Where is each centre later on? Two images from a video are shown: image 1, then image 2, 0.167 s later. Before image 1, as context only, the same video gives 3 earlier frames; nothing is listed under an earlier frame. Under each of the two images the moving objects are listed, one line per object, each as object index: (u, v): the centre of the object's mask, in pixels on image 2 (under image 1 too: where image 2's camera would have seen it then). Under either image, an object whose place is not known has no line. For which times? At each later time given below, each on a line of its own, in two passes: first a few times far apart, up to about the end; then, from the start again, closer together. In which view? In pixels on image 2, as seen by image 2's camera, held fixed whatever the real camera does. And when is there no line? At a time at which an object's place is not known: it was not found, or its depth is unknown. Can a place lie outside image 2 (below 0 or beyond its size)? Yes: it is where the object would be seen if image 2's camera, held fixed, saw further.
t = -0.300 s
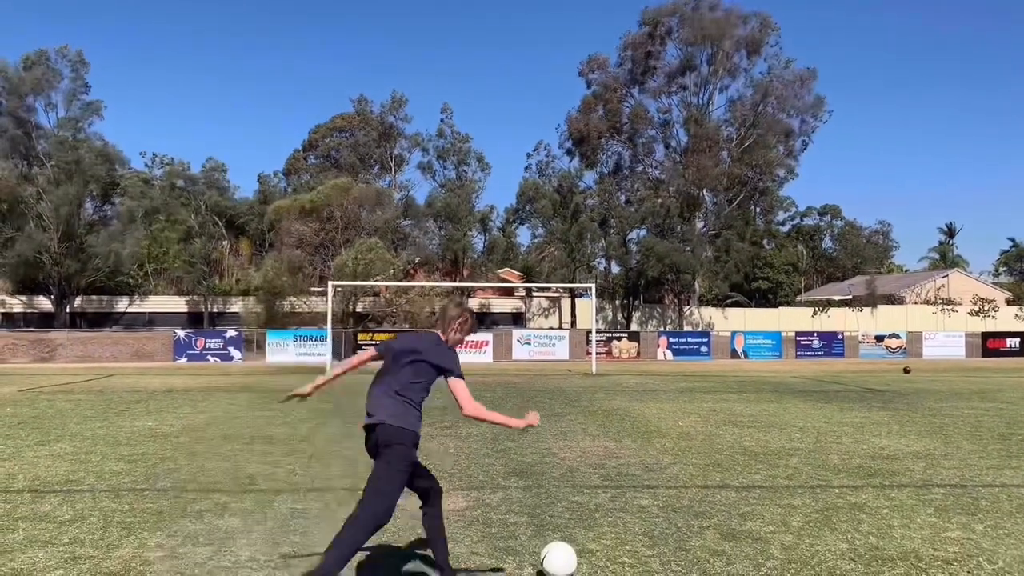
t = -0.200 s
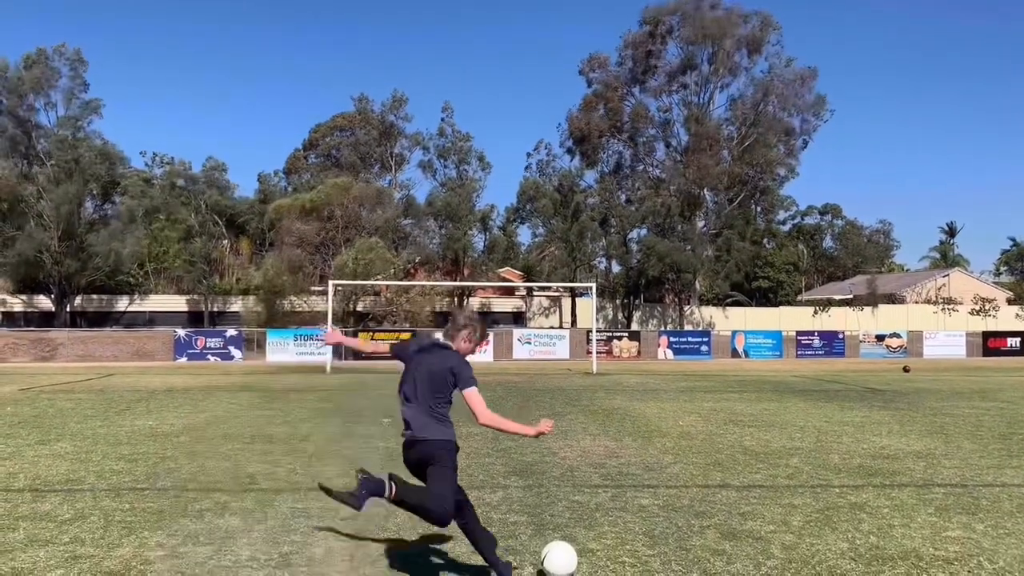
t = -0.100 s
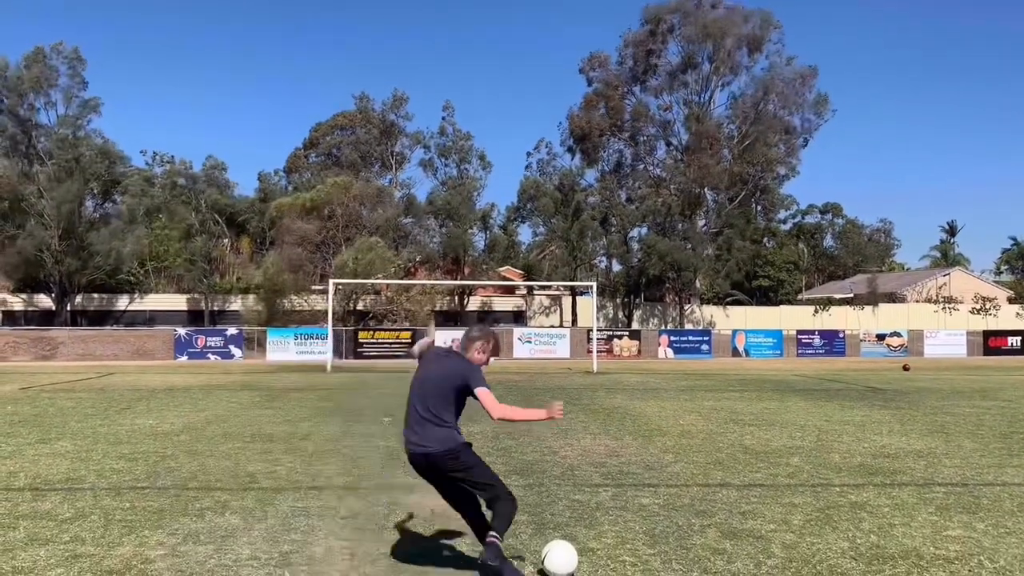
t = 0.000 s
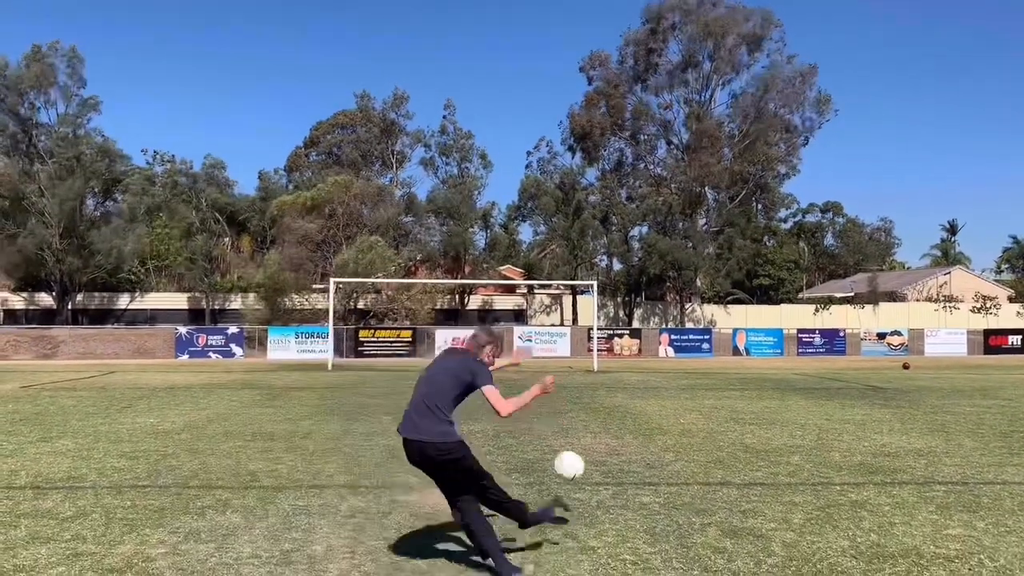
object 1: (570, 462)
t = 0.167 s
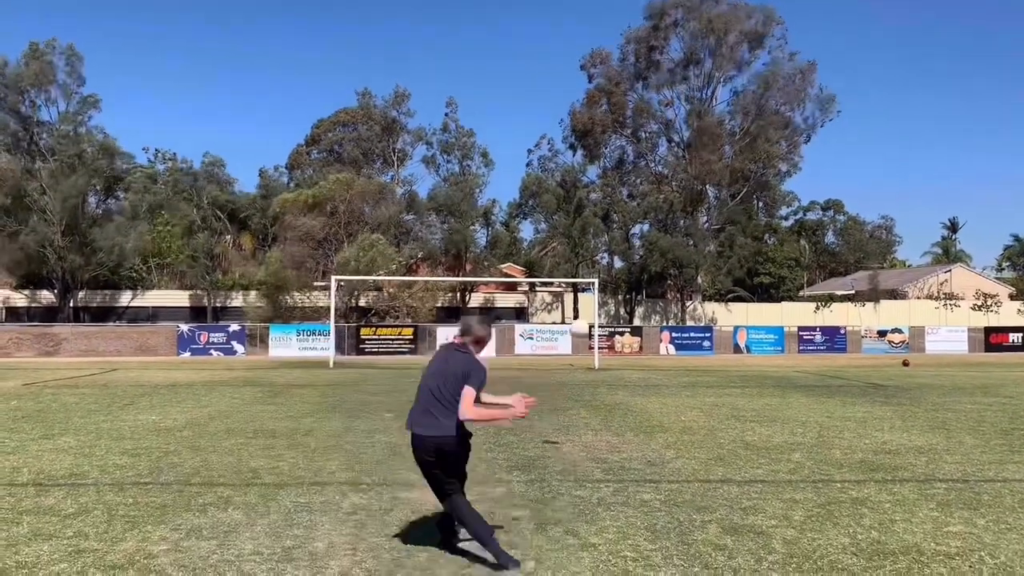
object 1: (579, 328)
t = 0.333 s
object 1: (579, 279)
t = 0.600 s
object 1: (572, 264)
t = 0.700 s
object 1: (569, 268)
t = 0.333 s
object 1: (579, 279)
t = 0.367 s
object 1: (578, 275)
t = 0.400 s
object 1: (577, 271)
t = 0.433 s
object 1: (577, 267)
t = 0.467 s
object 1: (576, 266)
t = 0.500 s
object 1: (575, 264)
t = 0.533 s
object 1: (574, 264)
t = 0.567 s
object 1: (573, 264)
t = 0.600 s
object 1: (572, 264)
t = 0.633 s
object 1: (571, 264)
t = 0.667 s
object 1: (570, 266)
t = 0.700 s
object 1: (569, 268)
